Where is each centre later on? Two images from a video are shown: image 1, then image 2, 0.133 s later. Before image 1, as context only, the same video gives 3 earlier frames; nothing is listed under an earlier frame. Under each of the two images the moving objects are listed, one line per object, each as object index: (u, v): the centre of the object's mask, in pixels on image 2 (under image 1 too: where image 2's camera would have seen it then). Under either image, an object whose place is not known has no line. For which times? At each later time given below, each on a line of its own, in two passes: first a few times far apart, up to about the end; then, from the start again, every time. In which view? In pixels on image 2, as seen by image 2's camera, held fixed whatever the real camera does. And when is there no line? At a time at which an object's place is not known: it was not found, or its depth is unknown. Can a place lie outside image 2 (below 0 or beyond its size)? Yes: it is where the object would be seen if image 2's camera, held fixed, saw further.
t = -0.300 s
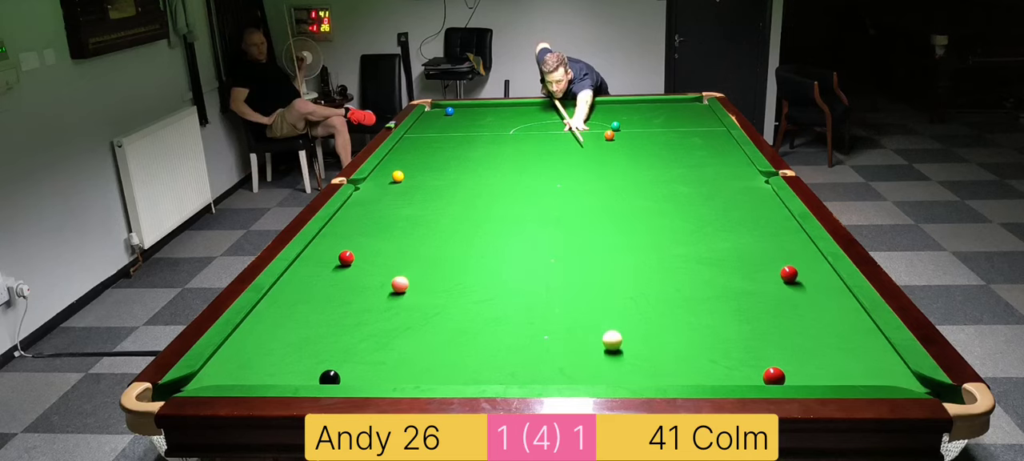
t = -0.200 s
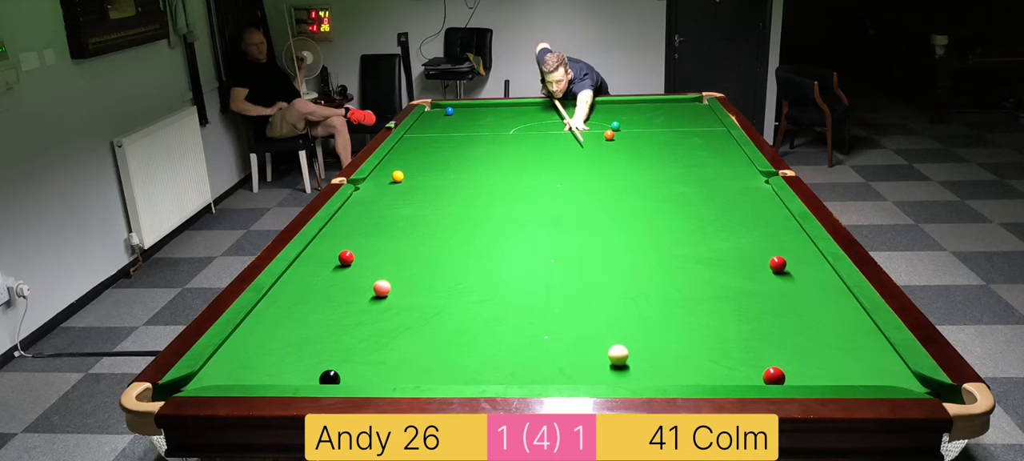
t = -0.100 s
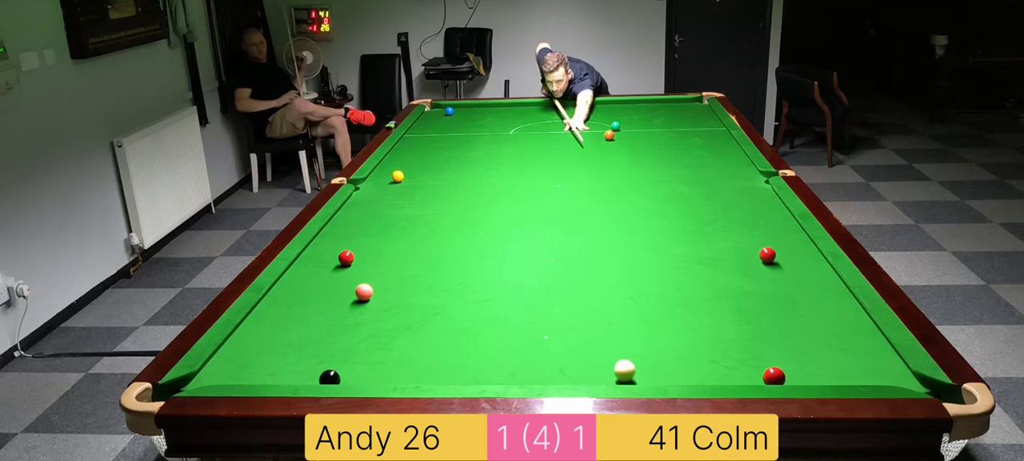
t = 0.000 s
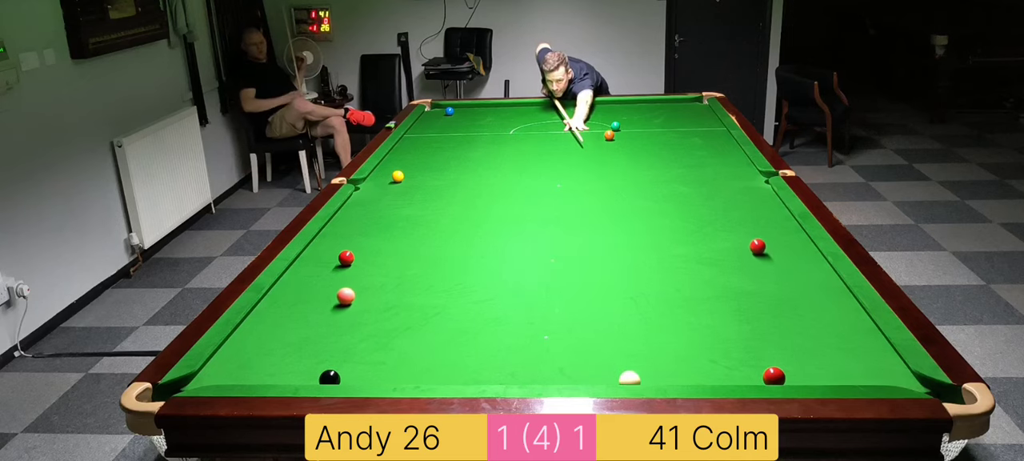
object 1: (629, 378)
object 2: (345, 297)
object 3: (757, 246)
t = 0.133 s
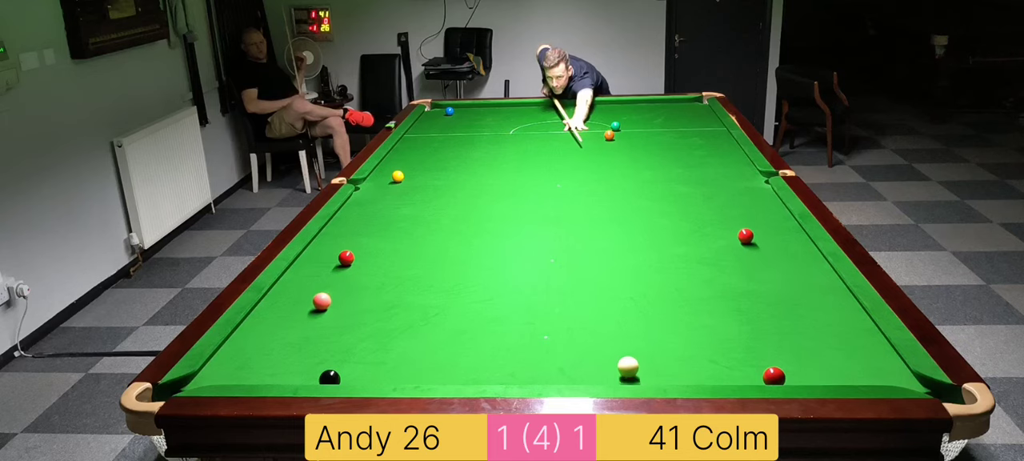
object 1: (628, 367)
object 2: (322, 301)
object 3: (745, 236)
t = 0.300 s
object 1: (626, 352)
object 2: (291, 308)
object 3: (732, 224)
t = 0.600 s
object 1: (624, 328)
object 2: (260, 319)
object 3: (711, 205)
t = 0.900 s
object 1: (621, 309)
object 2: (279, 327)
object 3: (693, 189)
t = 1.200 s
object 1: (620, 292)
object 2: (297, 334)
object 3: (677, 176)
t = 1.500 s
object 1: (618, 278)
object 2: (315, 341)
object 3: (664, 164)
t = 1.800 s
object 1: (617, 266)
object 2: (332, 348)
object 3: (653, 154)
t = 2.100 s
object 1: (616, 255)
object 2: (347, 354)
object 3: (642, 145)
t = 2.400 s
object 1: (615, 246)
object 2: (361, 359)
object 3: (633, 137)
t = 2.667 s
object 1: (614, 239)
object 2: (372, 363)
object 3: (626, 131)
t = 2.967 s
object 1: (613, 232)
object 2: (383, 367)
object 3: (624, 127)
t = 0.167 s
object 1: (628, 363)
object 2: (316, 303)
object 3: (743, 233)
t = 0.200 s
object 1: (627, 360)
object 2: (310, 304)
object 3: (740, 231)
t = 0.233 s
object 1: (627, 357)
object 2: (304, 305)
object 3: (737, 228)
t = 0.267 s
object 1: (627, 354)
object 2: (297, 307)
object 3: (735, 226)
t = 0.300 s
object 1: (626, 352)
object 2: (291, 308)
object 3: (732, 224)
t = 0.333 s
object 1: (626, 349)
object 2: (285, 309)
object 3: (729, 222)
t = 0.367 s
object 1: (626, 346)
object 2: (280, 311)
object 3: (727, 219)
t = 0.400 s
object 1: (625, 343)
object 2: (273, 312)
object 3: (724, 217)
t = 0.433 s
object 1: (625, 341)
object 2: (268, 313)
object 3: (722, 215)
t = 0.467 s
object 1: (625, 338)
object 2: (261, 314)
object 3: (720, 213)
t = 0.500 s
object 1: (624, 336)
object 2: (256, 316)
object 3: (717, 211)
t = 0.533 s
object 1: (624, 333)
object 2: (255, 316)
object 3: (715, 209)
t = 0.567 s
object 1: (624, 331)
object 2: (258, 318)
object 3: (713, 207)
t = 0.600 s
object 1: (624, 328)
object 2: (260, 319)
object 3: (711, 205)
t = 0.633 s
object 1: (623, 326)
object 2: (262, 319)
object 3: (709, 203)
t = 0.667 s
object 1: (623, 324)
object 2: (264, 320)
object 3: (706, 201)
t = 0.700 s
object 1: (623, 321)
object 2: (266, 321)
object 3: (704, 199)
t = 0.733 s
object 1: (623, 319)
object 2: (268, 322)
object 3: (702, 198)
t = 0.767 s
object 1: (622, 317)
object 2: (271, 323)
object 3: (701, 196)
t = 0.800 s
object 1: (622, 315)
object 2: (273, 324)
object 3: (698, 194)
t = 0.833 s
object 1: (622, 313)
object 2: (275, 325)
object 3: (697, 192)
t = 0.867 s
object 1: (622, 311)
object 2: (277, 326)
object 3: (695, 191)
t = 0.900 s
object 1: (621, 309)
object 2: (279, 327)
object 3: (693, 189)
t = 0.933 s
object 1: (621, 307)
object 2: (281, 327)
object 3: (691, 188)
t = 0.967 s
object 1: (621, 305)
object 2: (283, 328)
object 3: (689, 186)
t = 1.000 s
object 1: (621, 303)
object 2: (285, 329)
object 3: (687, 184)
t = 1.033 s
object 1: (621, 301)
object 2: (287, 330)
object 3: (686, 183)
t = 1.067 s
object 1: (620, 299)
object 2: (289, 331)
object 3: (684, 181)
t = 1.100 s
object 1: (620, 297)
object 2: (291, 332)
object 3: (682, 180)
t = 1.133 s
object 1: (620, 296)
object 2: (293, 332)
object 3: (681, 178)
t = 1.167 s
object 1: (620, 294)
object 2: (295, 333)
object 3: (679, 177)
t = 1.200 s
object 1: (620, 292)
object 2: (297, 334)
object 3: (677, 176)
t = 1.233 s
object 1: (619, 290)
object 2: (299, 335)
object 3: (676, 174)
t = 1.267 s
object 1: (619, 289)
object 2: (301, 336)
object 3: (674, 173)
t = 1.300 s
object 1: (619, 287)
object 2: (303, 337)
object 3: (673, 172)
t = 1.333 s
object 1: (619, 286)
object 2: (305, 337)
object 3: (671, 170)
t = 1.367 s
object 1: (619, 284)
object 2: (307, 338)
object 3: (670, 169)
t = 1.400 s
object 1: (619, 282)
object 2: (309, 339)
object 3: (668, 168)
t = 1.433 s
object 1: (618, 281)
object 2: (311, 340)
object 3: (667, 166)
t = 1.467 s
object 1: (618, 279)
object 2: (313, 340)
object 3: (665, 165)
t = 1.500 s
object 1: (618, 278)
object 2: (315, 341)
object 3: (664, 164)
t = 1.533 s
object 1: (618, 276)
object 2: (317, 342)
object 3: (663, 163)
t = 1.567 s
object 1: (618, 275)
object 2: (319, 343)
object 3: (661, 162)
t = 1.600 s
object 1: (618, 274)
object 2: (321, 343)
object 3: (660, 160)
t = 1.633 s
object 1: (618, 272)
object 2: (323, 344)
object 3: (658, 159)
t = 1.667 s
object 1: (617, 271)
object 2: (325, 345)
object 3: (657, 158)
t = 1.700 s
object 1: (617, 269)
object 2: (326, 346)
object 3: (656, 157)
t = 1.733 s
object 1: (617, 268)
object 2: (328, 346)
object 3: (655, 156)
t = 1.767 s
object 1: (617, 267)
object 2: (330, 347)
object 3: (654, 155)
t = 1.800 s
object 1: (617, 266)
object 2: (332, 348)
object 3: (653, 154)
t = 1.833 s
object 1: (617, 264)
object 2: (334, 348)
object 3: (651, 153)
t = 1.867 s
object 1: (617, 263)
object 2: (335, 349)
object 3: (650, 152)
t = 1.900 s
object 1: (617, 262)
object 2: (337, 349)
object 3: (649, 151)
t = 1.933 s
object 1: (617, 261)
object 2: (339, 350)
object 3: (648, 150)
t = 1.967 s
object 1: (616, 260)
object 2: (341, 351)
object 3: (647, 149)
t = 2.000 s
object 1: (616, 258)
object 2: (342, 351)
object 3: (645, 148)
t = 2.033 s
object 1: (616, 257)
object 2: (344, 352)
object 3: (644, 147)
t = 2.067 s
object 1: (616, 256)
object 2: (345, 353)
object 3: (643, 146)
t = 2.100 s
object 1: (616, 255)
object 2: (347, 354)
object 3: (642, 145)
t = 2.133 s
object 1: (616, 254)
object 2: (349, 354)
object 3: (641, 144)
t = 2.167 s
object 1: (616, 253)
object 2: (350, 355)
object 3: (640, 143)
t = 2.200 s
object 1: (616, 252)
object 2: (352, 355)
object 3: (639, 142)
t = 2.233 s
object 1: (616, 251)
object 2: (353, 356)
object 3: (638, 142)
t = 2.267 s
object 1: (615, 250)
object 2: (355, 357)
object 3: (637, 141)
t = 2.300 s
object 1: (615, 249)
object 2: (357, 357)
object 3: (636, 140)
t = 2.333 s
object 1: (615, 248)
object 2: (358, 358)
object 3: (635, 139)
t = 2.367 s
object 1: (615, 247)
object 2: (360, 358)
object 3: (634, 138)
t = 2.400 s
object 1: (615, 246)
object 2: (361, 359)
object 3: (633, 137)
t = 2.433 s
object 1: (615, 245)
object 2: (362, 360)
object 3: (632, 137)
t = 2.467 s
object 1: (615, 244)
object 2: (364, 360)
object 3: (631, 136)
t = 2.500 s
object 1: (615, 244)
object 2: (366, 361)
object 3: (630, 135)
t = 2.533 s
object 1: (615, 243)
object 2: (367, 361)
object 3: (629, 134)
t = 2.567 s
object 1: (614, 242)
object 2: (368, 362)
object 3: (629, 134)
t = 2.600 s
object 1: (614, 241)
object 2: (370, 362)
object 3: (628, 133)
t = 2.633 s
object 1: (614, 240)
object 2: (371, 362)
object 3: (627, 132)
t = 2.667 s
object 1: (614, 239)
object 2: (372, 363)
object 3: (626, 131)
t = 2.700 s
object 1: (614, 238)
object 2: (374, 363)
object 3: (625, 131)
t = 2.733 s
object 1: (614, 238)
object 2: (375, 364)
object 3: (625, 130)
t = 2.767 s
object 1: (614, 237)
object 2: (376, 364)
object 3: (624, 129)
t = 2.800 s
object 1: (614, 236)
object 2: (377, 365)
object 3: (623, 129)
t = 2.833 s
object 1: (614, 235)
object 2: (379, 365)
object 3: (622, 128)
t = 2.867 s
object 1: (613, 234)
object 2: (380, 366)
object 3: (622, 128)
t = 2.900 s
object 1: (613, 234)
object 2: (381, 366)
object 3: (623, 127)
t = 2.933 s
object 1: (613, 233)
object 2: (382, 366)
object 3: (623, 127)
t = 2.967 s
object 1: (613, 232)
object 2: (383, 367)
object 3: (624, 127)
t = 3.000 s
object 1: (613, 232)
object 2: (384, 367)
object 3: (625, 126)
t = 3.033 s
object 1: (613, 231)
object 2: (385, 368)
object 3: (625, 126)
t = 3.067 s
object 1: (613, 230)
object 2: (386, 368)
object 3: (626, 126)
